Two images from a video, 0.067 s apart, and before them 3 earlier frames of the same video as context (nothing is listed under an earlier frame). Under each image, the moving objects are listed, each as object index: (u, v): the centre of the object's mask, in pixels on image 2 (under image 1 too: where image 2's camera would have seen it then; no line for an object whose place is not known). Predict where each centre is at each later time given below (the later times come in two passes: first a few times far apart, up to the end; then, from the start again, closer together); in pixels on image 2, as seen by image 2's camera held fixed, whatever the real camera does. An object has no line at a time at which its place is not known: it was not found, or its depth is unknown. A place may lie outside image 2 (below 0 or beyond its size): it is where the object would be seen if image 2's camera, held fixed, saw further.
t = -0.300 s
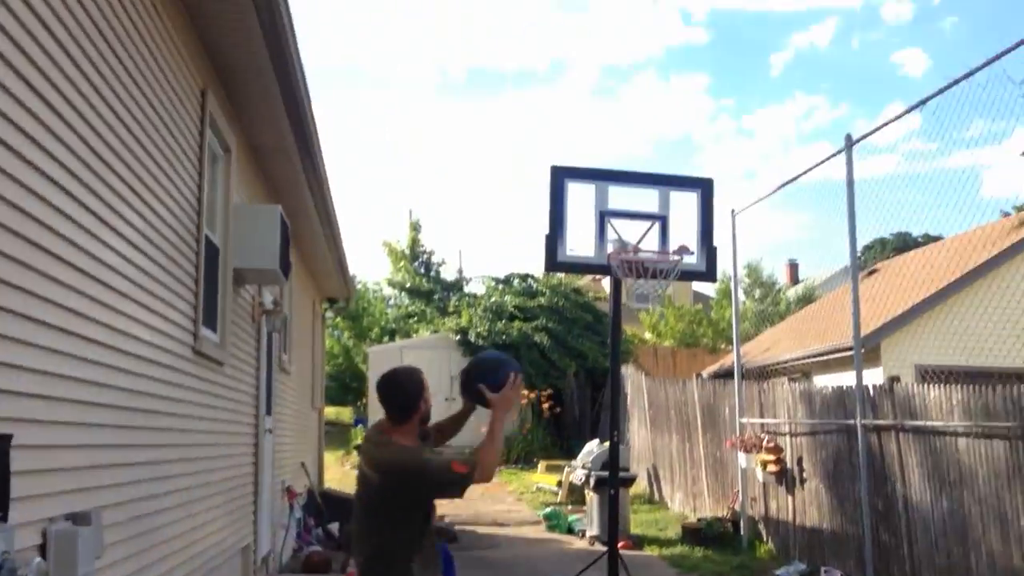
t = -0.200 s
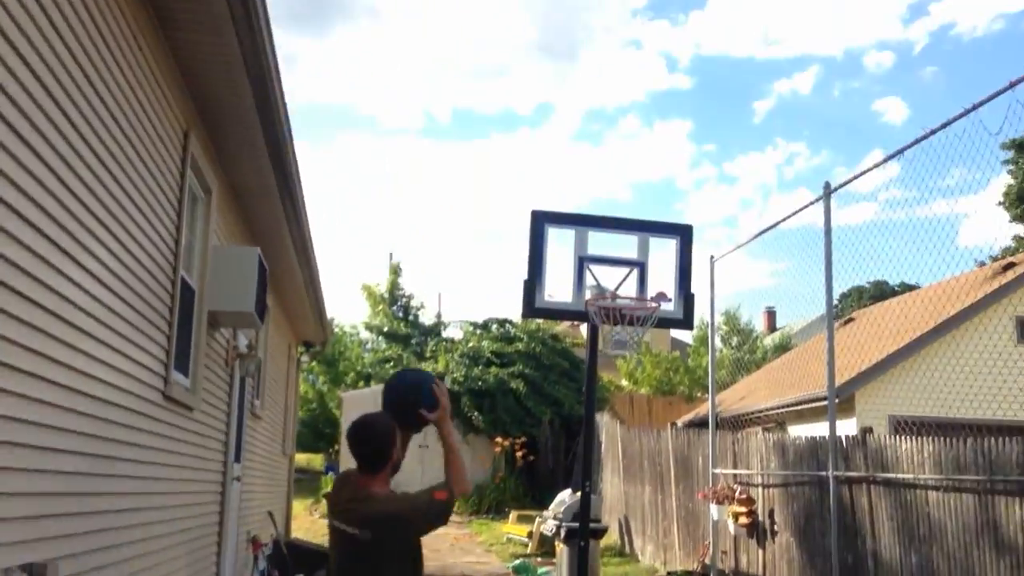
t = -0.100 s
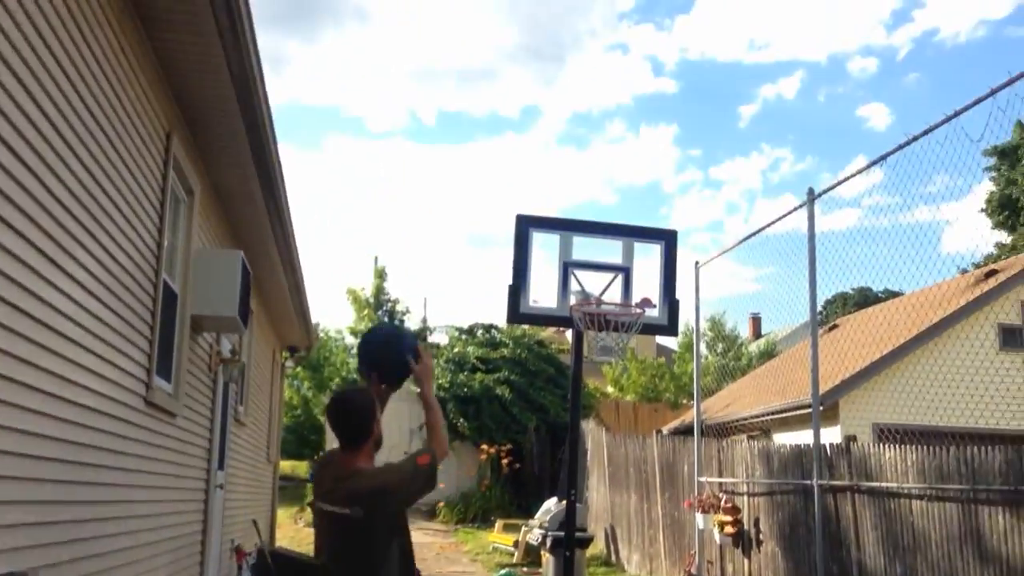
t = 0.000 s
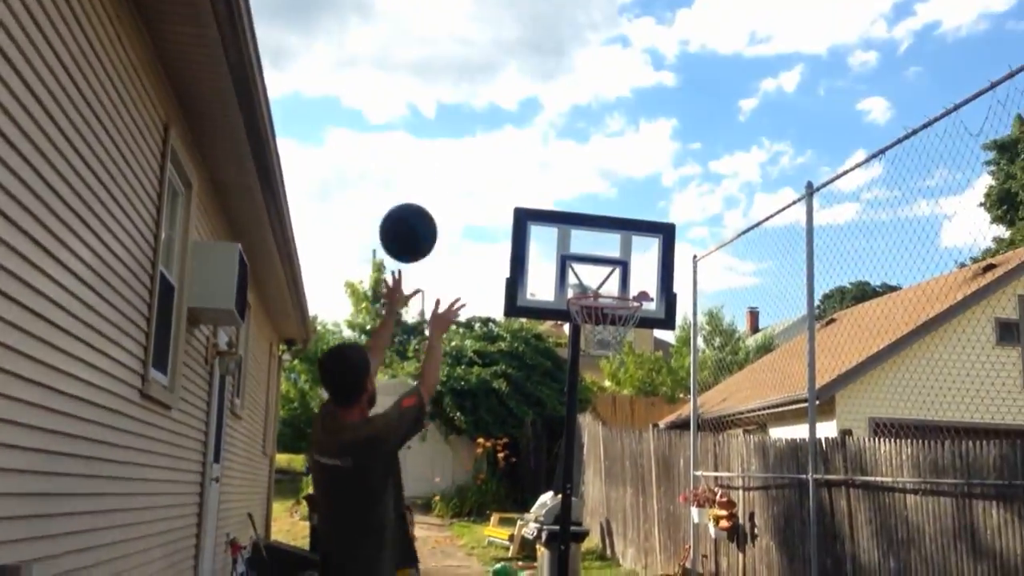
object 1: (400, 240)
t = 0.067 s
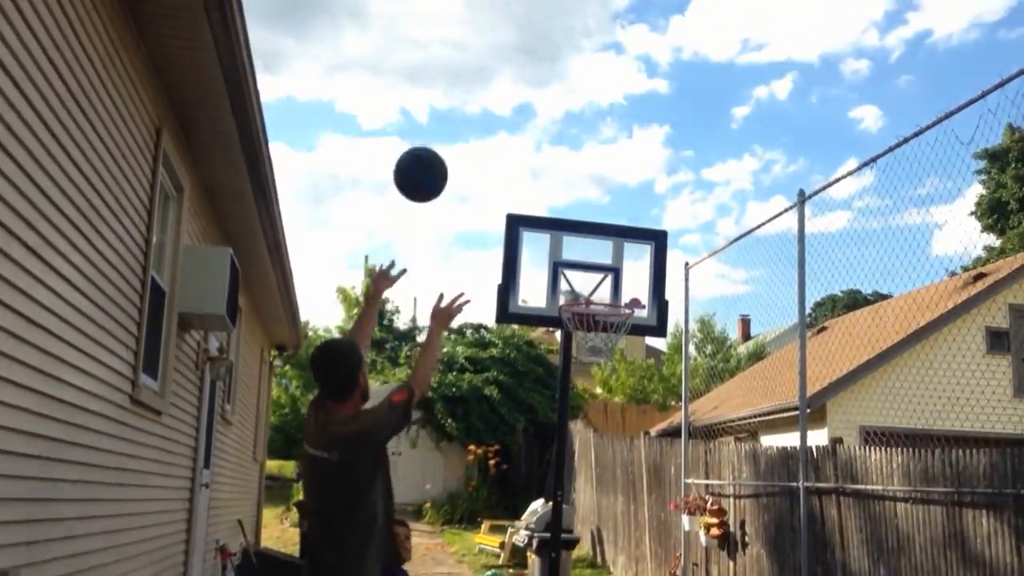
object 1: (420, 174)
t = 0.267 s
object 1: (468, 67)
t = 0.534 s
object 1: (514, 69)
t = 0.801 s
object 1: (544, 171)
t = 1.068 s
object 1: (546, 276)
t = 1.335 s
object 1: (519, 257)
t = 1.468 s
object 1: (502, 287)
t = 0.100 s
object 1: (430, 146)
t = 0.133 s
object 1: (439, 124)
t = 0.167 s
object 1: (447, 105)
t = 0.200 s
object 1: (455, 89)
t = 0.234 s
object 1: (462, 76)
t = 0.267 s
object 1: (468, 67)
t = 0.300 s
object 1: (476, 60)
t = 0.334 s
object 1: (482, 56)
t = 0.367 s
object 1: (488, 54)
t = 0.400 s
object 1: (494, 53)
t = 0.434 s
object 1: (499, 55)
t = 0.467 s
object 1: (504, 59)
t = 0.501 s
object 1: (509, 63)
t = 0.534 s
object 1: (514, 69)
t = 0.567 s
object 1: (517, 78)
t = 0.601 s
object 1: (522, 88)
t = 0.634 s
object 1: (526, 97)
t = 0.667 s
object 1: (530, 110)
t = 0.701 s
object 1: (534, 124)
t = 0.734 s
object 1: (537, 138)
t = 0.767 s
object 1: (541, 154)
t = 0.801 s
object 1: (544, 171)
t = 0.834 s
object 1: (548, 190)
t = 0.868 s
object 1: (550, 209)
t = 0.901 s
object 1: (552, 230)
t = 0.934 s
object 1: (555, 250)
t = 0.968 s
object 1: (557, 273)
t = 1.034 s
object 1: (551, 285)
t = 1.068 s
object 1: (546, 276)
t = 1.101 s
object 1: (543, 269)
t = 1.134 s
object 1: (539, 262)
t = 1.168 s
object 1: (536, 257)
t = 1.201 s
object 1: (533, 253)
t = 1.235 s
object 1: (530, 252)
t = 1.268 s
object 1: (526, 253)
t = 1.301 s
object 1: (523, 254)
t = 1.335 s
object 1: (519, 257)
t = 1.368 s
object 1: (515, 263)
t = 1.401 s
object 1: (511, 271)
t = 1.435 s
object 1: (507, 280)
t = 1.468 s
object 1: (502, 287)
